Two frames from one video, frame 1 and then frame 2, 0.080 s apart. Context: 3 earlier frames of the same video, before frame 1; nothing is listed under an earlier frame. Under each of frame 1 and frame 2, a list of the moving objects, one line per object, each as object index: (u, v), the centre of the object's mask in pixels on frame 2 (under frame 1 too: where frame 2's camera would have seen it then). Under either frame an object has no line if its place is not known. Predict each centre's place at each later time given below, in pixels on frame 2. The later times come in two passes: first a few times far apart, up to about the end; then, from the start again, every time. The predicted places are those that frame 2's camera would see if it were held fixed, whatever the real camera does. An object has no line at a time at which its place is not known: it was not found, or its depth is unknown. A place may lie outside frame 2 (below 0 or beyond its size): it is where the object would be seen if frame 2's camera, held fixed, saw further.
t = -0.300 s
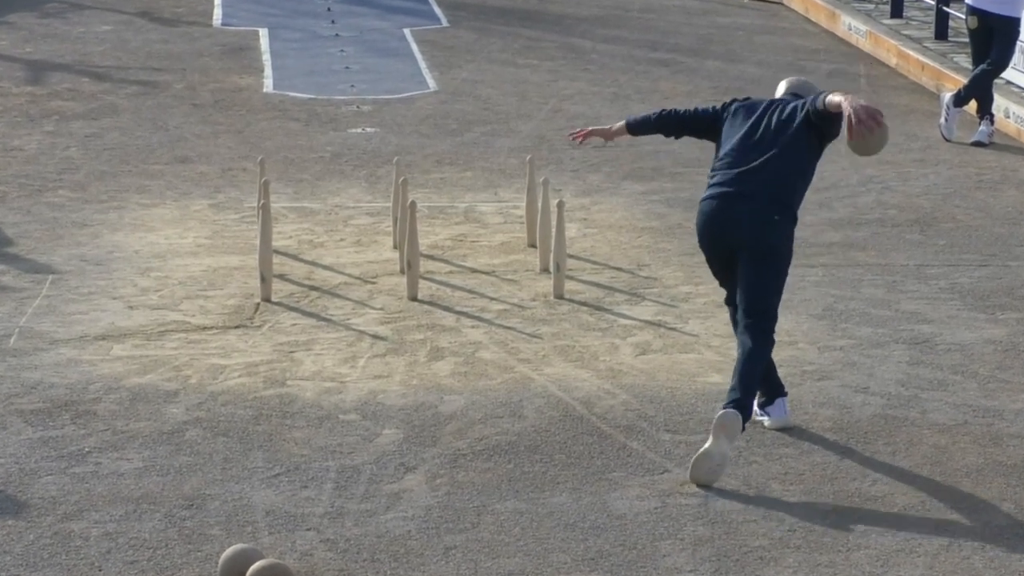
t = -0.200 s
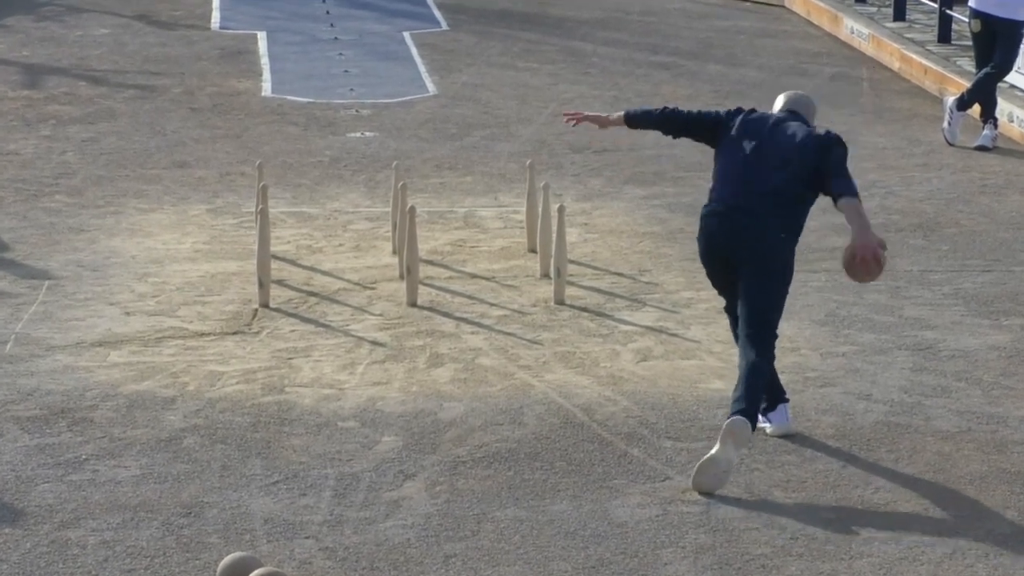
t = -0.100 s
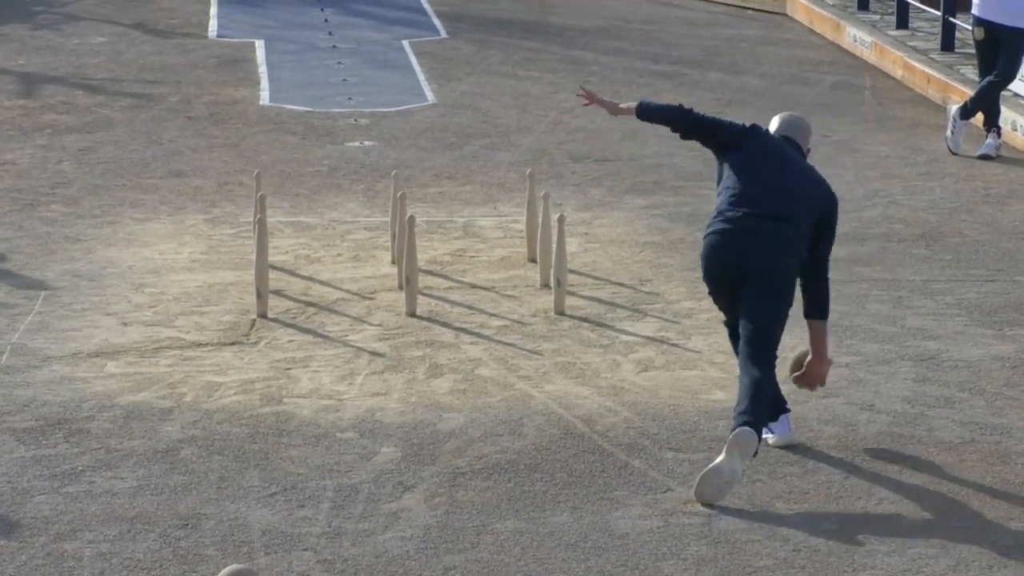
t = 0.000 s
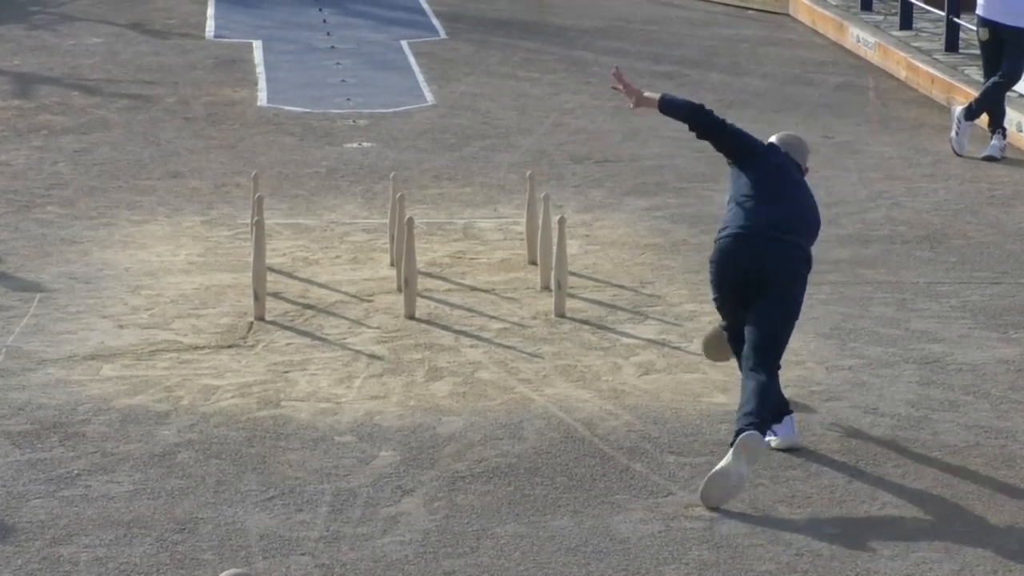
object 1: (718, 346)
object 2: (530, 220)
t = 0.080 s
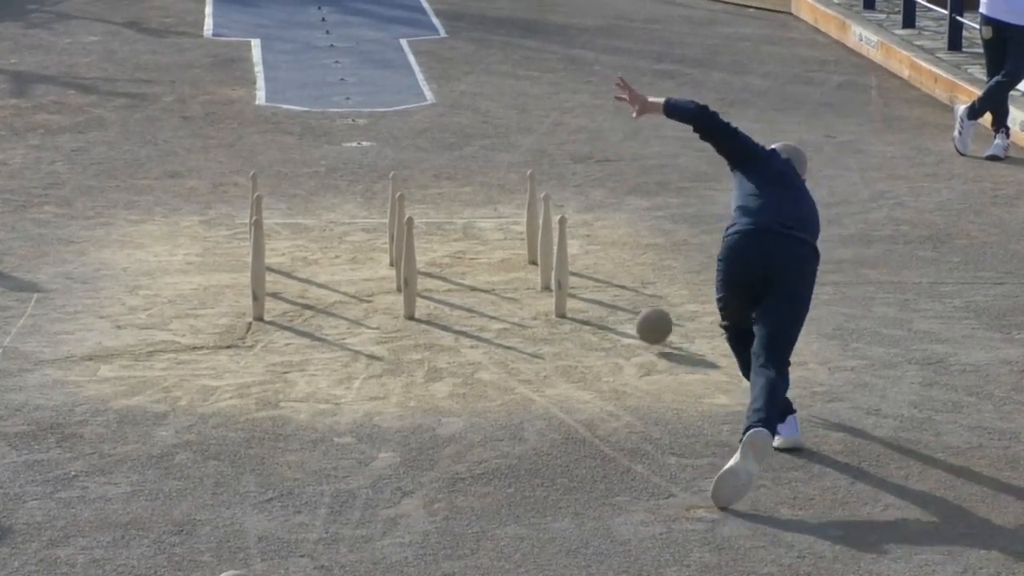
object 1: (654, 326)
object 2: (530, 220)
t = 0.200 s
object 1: (580, 283)
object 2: (530, 221)
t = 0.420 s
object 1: (539, 251)
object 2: (530, 206)
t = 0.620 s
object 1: (536, 239)
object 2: (504, 206)
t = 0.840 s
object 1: (538, 228)
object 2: (480, 224)
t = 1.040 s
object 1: (540, 218)
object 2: (478, 214)
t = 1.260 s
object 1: (543, 207)
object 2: (480, 222)
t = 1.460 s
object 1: (543, 198)
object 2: (479, 222)
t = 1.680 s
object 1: (545, 190)
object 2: (480, 222)
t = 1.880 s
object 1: (545, 186)
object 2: (480, 223)
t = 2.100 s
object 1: (547, 182)
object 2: (480, 225)
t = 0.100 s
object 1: (638, 325)
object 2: (530, 220)
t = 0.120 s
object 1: (624, 319)
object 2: (530, 220)
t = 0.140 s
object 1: (612, 309)
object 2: (530, 221)
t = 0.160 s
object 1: (600, 298)
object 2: (530, 221)
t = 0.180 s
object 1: (588, 290)
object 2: (530, 221)
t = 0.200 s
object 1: (580, 283)
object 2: (530, 221)
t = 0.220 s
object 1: (573, 277)
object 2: (530, 220)
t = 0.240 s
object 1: (566, 272)
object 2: (530, 213)
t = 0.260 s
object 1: (559, 267)
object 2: (530, 209)
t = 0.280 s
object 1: (553, 263)
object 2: (529, 206)
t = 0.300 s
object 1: (552, 259)
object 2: (531, 206)
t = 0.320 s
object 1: (549, 255)
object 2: (523, 211)
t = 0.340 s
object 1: (547, 252)
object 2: (530, 211)
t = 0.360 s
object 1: (544, 251)
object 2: (530, 209)
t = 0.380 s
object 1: (543, 250)
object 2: (530, 208)
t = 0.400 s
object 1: (540, 250)
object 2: (530, 206)
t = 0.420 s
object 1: (539, 251)
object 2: (530, 206)
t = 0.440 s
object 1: (536, 252)
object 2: (530, 207)
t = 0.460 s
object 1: (536, 250)
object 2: (528, 206)
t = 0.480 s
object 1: (536, 247)
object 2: (525, 207)
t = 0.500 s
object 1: (536, 245)
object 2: (522, 207)
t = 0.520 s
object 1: (536, 245)
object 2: (519, 204)
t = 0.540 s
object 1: (535, 244)
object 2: (516, 203)
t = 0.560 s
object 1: (535, 242)
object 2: (513, 201)
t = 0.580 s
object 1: (536, 241)
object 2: (510, 202)
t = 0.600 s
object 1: (536, 240)
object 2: (507, 204)
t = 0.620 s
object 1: (536, 239)
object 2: (504, 206)
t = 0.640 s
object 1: (537, 238)
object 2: (501, 206)
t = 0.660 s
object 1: (537, 238)
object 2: (499, 209)
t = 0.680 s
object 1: (537, 237)
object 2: (496, 210)
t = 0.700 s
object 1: (537, 235)
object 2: (494, 209)
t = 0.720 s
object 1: (538, 234)
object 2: (492, 208)
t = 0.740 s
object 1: (538, 233)
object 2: (490, 214)
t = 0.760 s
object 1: (538, 232)
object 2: (487, 216)
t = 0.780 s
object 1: (538, 231)
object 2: (484, 218)
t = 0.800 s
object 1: (538, 230)
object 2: (482, 221)
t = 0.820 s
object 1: (538, 229)
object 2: (483, 228)
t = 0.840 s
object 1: (538, 228)
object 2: (480, 224)
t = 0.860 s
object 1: (539, 227)
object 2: (479, 220)
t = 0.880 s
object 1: (539, 226)
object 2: (478, 218)
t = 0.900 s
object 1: (539, 224)
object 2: (478, 216)
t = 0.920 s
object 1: (539, 223)
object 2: (478, 213)
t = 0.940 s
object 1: (539, 222)
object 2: (477, 213)
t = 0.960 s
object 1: (539, 221)
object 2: (477, 212)
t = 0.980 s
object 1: (540, 221)
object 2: (477, 213)
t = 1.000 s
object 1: (540, 220)
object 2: (477, 212)
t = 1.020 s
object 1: (540, 219)
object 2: (477, 213)
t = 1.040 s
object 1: (540, 218)
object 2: (478, 214)
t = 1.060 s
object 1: (541, 217)
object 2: (478, 216)
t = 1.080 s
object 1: (541, 215)
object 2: (479, 217)
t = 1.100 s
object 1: (541, 215)
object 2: (480, 221)
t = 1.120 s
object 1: (541, 214)
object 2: (479, 221)
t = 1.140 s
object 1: (542, 213)
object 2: (480, 221)
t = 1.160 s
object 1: (542, 211)
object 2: (481, 220)
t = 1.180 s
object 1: (542, 210)
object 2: (480, 220)
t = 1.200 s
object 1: (543, 210)
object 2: (481, 220)
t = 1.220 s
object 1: (543, 209)
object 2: (481, 221)
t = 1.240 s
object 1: (543, 208)
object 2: (481, 222)
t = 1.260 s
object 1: (543, 207)
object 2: (480, 222)
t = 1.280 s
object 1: (544, 207)
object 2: (480, 222)
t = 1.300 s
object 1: (544, 206)
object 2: (480, 221)
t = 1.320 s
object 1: (543, 204)
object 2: (480, 220)
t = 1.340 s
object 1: (544, 203)
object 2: (479, 220)
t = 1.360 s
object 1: (544, 202)
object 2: (480, 220)
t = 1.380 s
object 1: (544, 201)
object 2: (480, 221)
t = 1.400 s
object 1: (544, 200)
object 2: (479, 221)
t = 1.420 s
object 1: (544, 200)
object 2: (479, 221)
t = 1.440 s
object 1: (544, 199)
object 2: (480, 221)
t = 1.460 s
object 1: (543, 198)
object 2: (479, 222)
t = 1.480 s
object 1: (544, 197)
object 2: (479, 221)
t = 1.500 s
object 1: (544, 197)
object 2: (479, 221)
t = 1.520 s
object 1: (544, 196)
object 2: (479, 221)
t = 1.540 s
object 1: (544, 195)
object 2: (479, 222)
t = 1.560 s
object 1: (544, 195)
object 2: (479, 222)
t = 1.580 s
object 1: (544, 195)
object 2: (480, 222)
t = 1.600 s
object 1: (544, 193)
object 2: (479, 221)
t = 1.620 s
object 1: (544, 193)
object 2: (480, 221)
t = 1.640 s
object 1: (544, 191)
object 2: (480, 221)
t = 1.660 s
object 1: (544, 195)
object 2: (480, 226)
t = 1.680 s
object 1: (545, 190)
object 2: (480, 222)
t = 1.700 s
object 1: (545, 189)
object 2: (480, 221)
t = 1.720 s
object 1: (545, 188)
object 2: (480, 221)
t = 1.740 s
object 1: (544, 189)
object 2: (479, 221)
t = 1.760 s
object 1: (545, 189)
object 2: (479, 222)
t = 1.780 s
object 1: (545, 189)
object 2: (479, 222)
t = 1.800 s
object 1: (545, 187)
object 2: (479, 222)
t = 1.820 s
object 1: (545, 187)
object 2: (479, 222)
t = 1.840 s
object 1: (545, 187)
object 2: (480, 223)
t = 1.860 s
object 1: (545, 187)
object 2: (480, 223)
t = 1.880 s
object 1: (545, 186)
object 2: (480, 223)
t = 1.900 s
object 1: (546, 186)
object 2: (480, 223)
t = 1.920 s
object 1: (546, 184)
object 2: (480, 222)
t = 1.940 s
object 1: (546, 183)
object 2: (480, 222)
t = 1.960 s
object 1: (546, 183)
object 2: (480, 222)
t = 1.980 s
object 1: (546, 183)
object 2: (480, 223)
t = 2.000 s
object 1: (546, 184)
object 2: (480, 223)
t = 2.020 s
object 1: (546, 182)
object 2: (479, 223)
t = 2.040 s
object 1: (547, 182)
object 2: (480, 224)
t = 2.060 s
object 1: (547, 182)
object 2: (480, 224)
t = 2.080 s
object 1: (547, 182)
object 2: (480, 225)
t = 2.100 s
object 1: (547, 182)
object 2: (480, 225)
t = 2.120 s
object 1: (547, 183)
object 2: (480, 226)
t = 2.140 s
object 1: (547, 183)
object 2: (480, 226)
